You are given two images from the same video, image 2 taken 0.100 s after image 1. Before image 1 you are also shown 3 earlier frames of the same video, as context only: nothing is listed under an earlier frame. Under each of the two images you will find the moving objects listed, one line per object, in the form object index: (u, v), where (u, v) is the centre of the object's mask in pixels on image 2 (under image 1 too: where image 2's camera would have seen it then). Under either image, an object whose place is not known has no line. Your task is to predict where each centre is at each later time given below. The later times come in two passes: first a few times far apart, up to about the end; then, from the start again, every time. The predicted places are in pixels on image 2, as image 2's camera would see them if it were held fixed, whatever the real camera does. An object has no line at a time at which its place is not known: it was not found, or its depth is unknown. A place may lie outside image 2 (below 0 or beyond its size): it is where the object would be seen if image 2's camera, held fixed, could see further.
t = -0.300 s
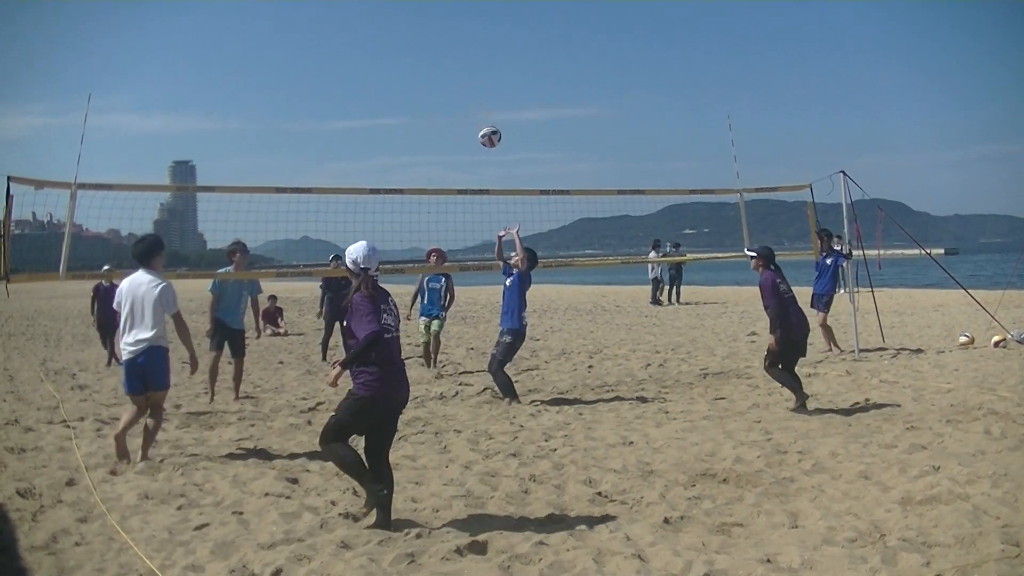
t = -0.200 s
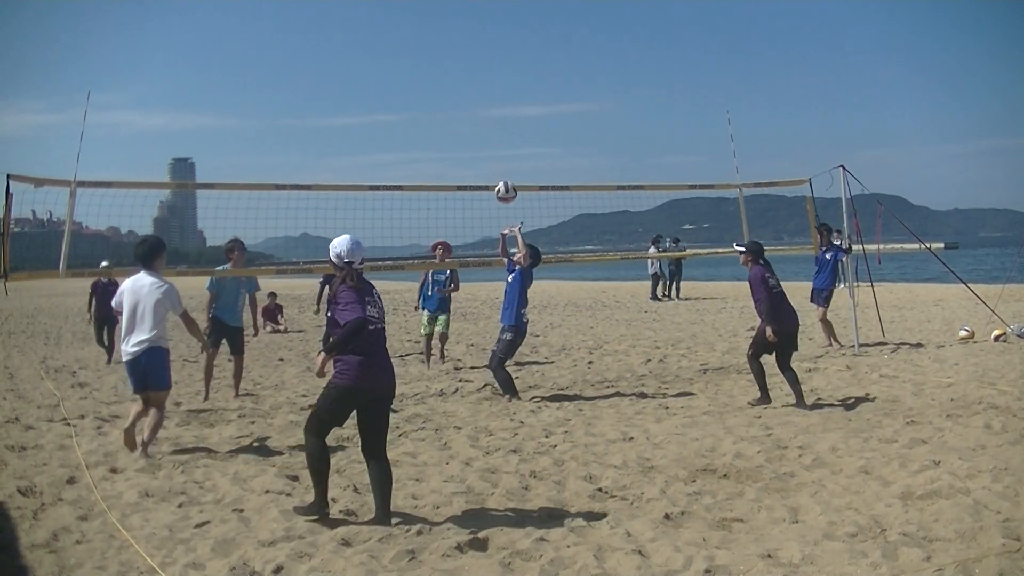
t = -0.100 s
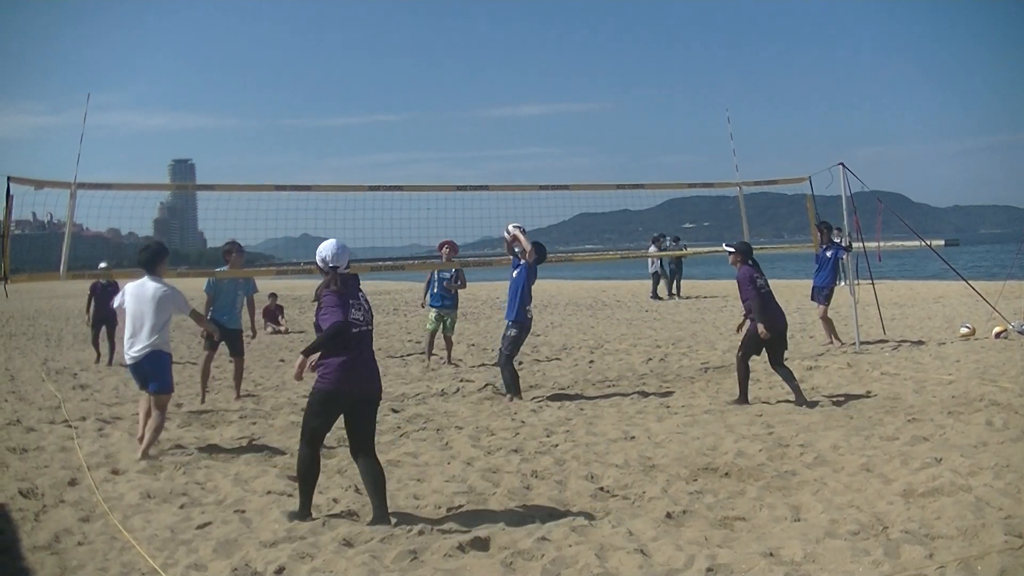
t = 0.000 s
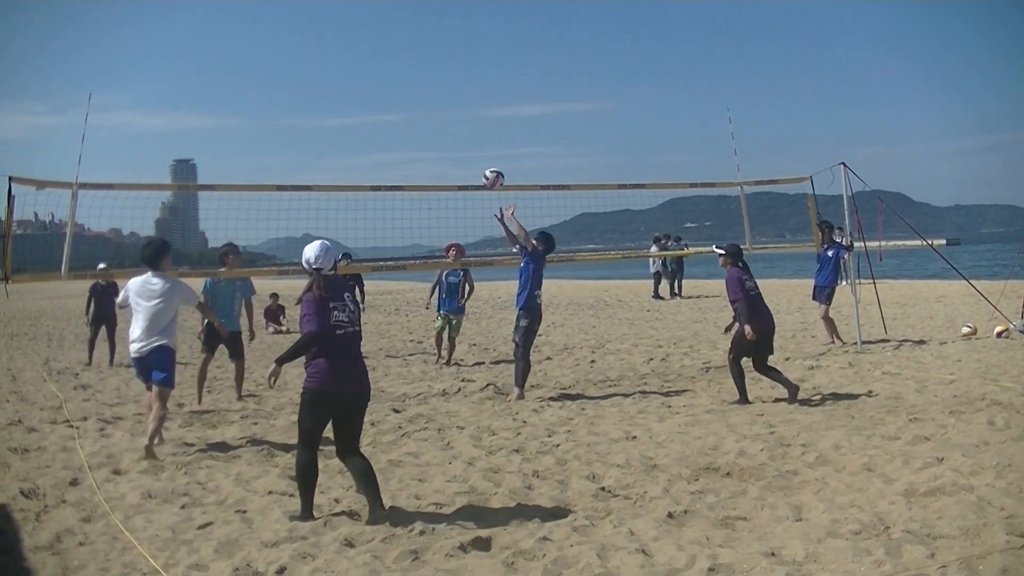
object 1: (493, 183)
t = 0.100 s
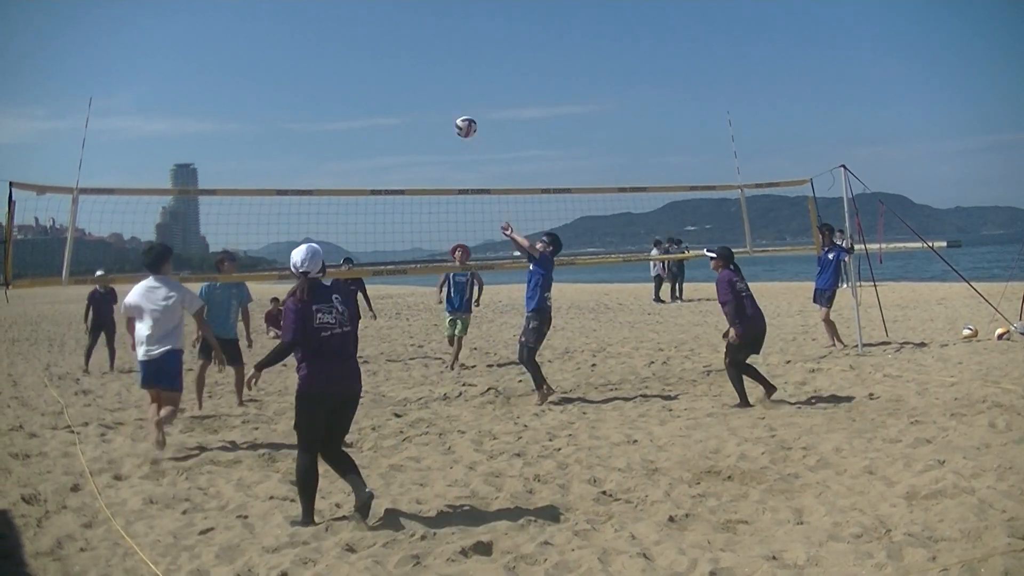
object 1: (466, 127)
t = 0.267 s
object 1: (420, 57)
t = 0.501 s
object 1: (359, 7)
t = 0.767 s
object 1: (292, 15)
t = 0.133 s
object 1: (457, 110)
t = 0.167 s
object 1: (447, 95)
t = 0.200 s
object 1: (438, 81)
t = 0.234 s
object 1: (429, 69)
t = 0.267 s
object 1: (420, 57)
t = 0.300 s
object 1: (412, 46)
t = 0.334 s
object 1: (403, 37)
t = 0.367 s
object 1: (394, 29)
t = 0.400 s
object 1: (385, 22)
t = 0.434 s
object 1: (377, 16)
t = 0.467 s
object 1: (368, 11)
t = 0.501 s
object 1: (359, 7)
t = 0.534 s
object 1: (351, 4)
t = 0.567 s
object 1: (342, 2)
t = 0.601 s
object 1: (334, 1)
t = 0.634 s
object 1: (326, 1)
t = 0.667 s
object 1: (317, 3)
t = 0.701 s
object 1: (309, 6)
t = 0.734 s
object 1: (301, 10)
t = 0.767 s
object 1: (292, 15)
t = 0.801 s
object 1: (284, 21)
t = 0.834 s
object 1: (276, 29)
